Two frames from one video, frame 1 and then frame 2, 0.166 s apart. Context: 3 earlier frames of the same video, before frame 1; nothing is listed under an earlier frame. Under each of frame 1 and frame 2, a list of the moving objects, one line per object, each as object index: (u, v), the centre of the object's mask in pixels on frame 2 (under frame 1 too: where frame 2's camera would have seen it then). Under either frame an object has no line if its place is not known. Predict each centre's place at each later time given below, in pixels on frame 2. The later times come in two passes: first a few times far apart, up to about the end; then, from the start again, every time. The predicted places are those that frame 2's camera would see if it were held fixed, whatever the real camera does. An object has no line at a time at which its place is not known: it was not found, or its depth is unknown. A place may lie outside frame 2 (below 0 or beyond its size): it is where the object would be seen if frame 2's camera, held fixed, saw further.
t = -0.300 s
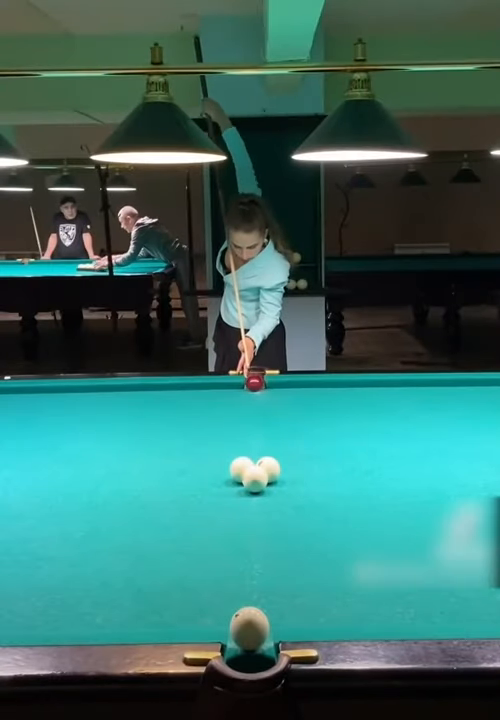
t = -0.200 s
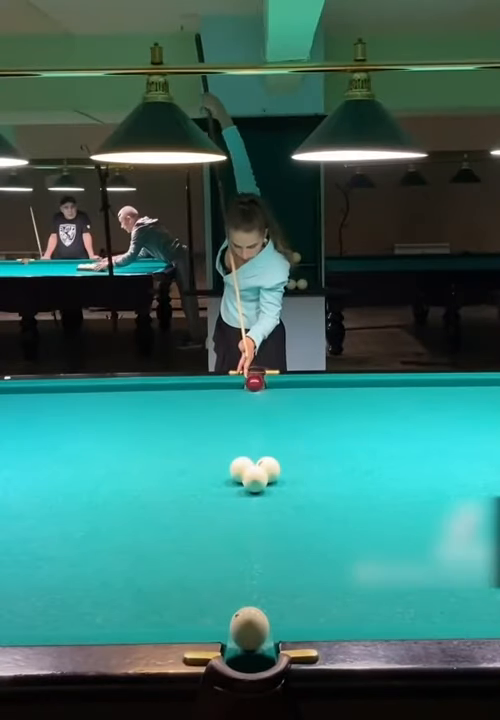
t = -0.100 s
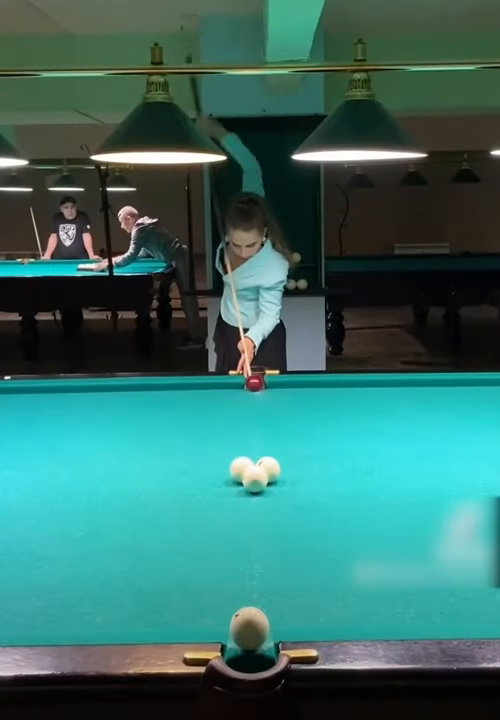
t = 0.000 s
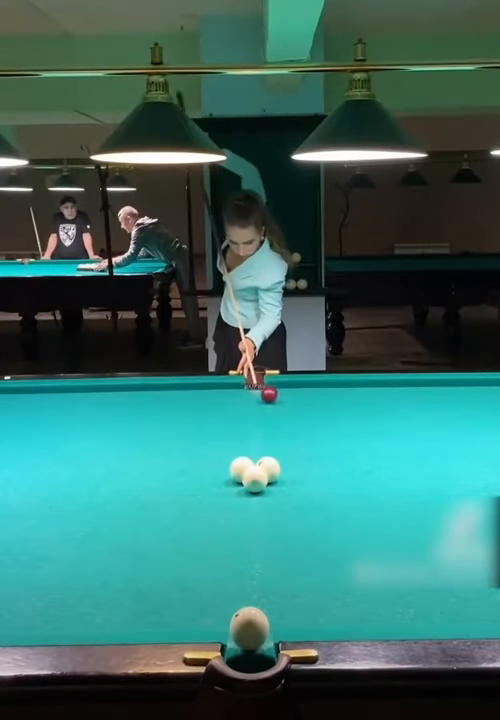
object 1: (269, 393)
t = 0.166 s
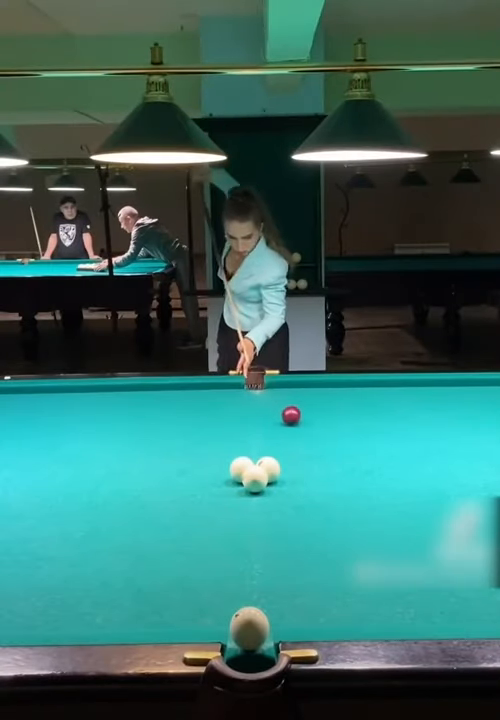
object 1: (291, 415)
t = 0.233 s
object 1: (297, 424)
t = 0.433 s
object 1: (301, 445)
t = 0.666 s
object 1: (295, 471)
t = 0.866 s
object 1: (290, 496)
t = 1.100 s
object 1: (283, 532)
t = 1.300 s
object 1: (276, 569)
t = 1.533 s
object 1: (273, 610)
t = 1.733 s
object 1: (279, 616)
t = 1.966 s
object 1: (275, 609)
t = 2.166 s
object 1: (272, 603)
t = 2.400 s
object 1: (268, 596)
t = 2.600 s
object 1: (266, 590)
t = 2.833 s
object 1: (265, 585)
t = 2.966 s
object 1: (264, 583)
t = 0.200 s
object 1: (295, 419)
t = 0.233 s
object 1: (297, 424)
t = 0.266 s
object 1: (300, 428)
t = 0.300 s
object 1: (301, 431)
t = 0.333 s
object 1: (302, 435)
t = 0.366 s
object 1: (302, 438)
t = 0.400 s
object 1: (301, 442)
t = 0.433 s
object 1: (301, 445)
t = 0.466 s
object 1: (300, 449)
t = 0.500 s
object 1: (299, 452)
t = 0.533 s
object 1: (298, 455)
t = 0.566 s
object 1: (298, 459)
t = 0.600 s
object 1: (297, 463)
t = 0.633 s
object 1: (296, 467)
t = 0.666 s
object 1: (295, 471)
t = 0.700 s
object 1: (295, 475)
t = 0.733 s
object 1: (294, 479)
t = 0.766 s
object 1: (293, 483)
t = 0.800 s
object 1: (292, 488)
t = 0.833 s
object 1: (291, 492)
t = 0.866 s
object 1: (290, 496)
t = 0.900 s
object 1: (289, 501)
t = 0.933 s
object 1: (289, 506)
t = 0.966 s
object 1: (288, 511)
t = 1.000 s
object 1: (286, 516)
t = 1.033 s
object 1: (285, 521)
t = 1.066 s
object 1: (284, 527)
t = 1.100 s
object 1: (283, 532)
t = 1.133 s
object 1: (282, 538)
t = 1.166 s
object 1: (281, 544)
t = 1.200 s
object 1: (280, 550)
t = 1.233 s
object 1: (279, 556)
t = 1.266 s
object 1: (277, 562)
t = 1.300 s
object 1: (276, 569)
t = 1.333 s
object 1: (275, 576)
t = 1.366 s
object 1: (273, 583)
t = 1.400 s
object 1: (272, 590)
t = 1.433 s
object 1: (270, 597)
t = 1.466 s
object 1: (270, 602)
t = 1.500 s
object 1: (271, 607)
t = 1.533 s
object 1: (273, 610)
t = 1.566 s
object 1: (276, 611)
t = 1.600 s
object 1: (278, 614)
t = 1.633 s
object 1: (279, 617)
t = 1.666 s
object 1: (281, 617)
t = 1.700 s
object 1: (280, 617)
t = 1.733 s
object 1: (279, 616)
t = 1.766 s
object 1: (279, 615)
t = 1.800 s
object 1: (278, 614)
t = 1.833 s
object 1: (278, 613)
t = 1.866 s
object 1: (277, 612)
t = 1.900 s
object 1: (277, 611)
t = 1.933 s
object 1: (276, 610)
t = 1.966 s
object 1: (275, 609)
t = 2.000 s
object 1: (275, 608)
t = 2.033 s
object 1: (274, 607)
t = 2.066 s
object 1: (274, 606)
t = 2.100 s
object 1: (273, 605)
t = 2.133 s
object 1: (272, 604)
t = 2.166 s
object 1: (272, 603)
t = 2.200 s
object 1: (271, 602)
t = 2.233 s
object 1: (271, 601)
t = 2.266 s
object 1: (270, 600)
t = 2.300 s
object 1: (270, 599)
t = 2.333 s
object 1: (269, 598)
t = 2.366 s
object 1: (269, 597)
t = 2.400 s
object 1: (268, 596)
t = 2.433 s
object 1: (268, 595)
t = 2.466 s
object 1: (267, 594)
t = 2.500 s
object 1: (267, 593)
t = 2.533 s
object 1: (267, 592)
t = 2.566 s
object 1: (266, 591)
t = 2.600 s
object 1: (266, 590)
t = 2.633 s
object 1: (266, 590)
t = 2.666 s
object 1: (266, 589)
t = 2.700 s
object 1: (265, 588)
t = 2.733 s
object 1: (265, 587)
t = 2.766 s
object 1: (265, 586)
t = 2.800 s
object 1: (265, 586)
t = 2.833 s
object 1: (265, 585)
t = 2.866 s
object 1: (265, 584)
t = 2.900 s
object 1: (264, 584)
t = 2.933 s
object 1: (264, 583)
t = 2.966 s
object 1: (264, 583)
